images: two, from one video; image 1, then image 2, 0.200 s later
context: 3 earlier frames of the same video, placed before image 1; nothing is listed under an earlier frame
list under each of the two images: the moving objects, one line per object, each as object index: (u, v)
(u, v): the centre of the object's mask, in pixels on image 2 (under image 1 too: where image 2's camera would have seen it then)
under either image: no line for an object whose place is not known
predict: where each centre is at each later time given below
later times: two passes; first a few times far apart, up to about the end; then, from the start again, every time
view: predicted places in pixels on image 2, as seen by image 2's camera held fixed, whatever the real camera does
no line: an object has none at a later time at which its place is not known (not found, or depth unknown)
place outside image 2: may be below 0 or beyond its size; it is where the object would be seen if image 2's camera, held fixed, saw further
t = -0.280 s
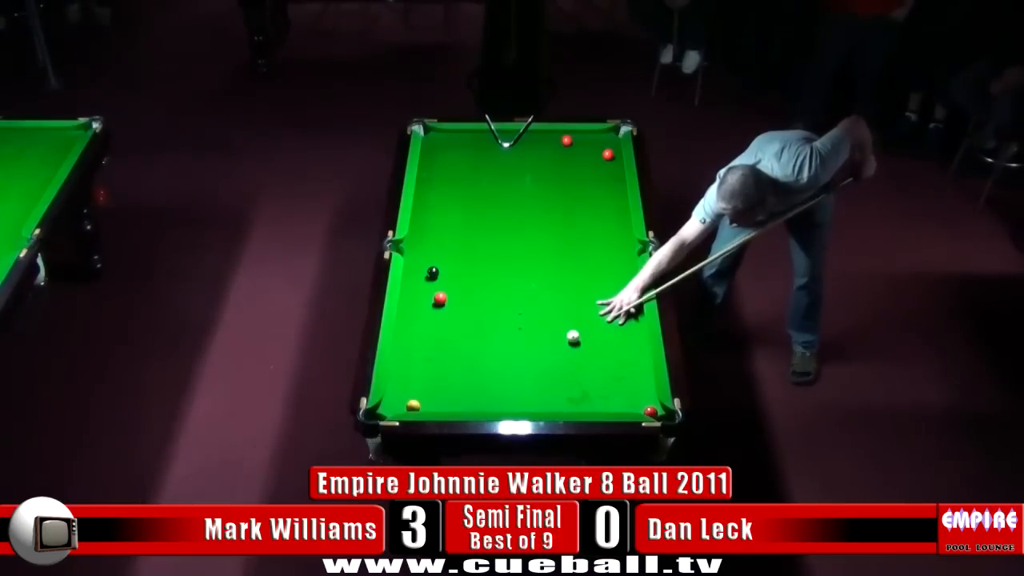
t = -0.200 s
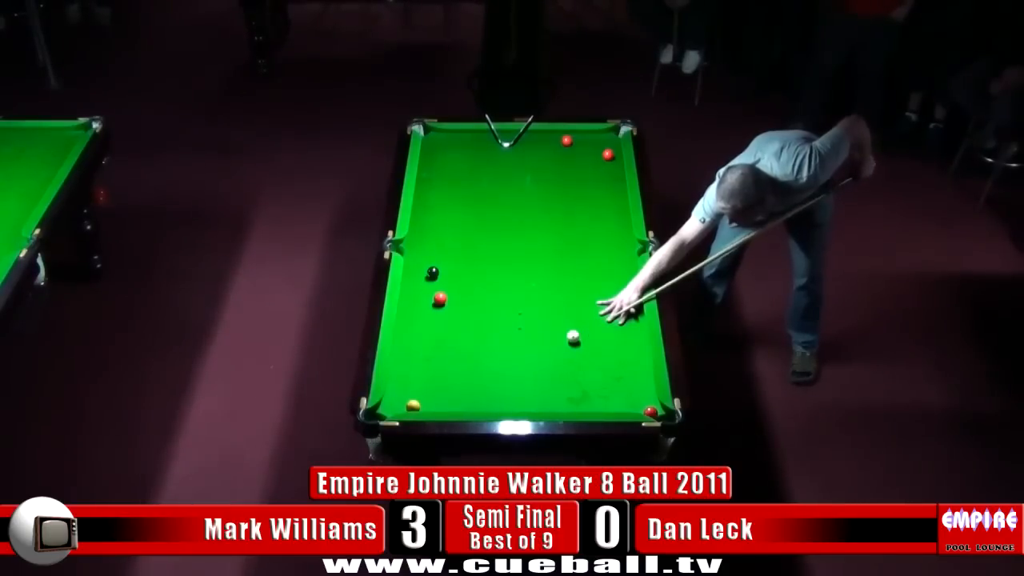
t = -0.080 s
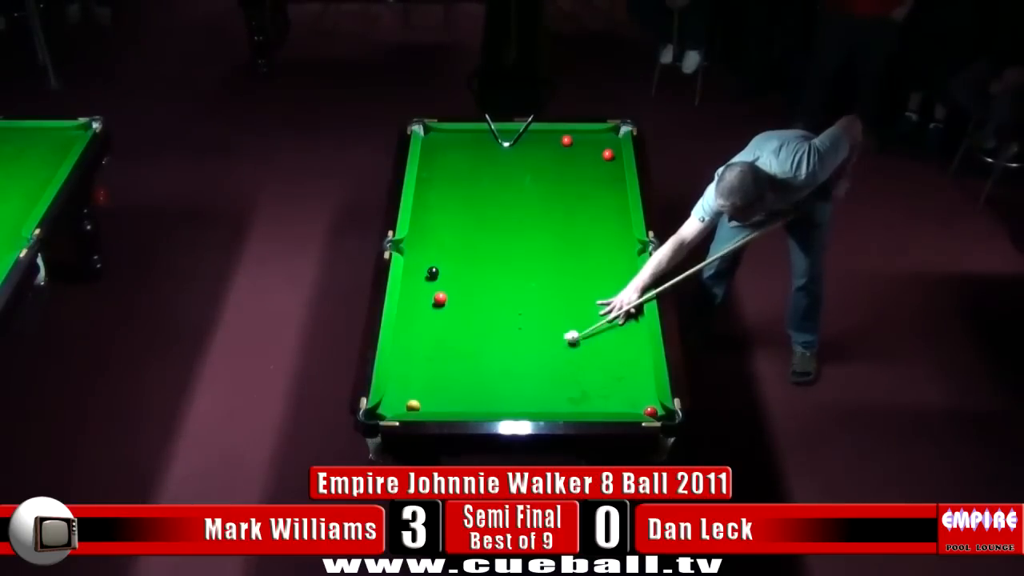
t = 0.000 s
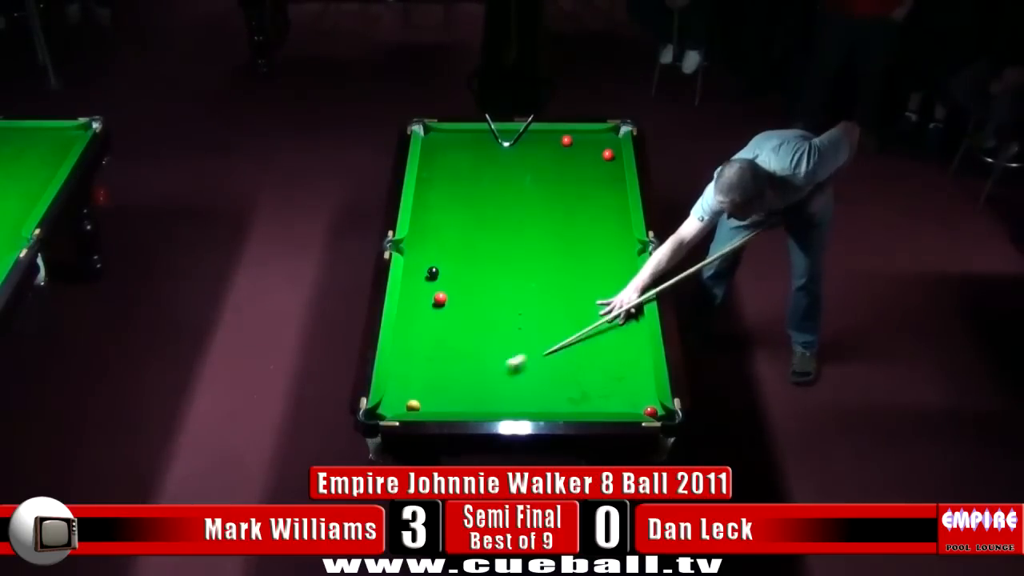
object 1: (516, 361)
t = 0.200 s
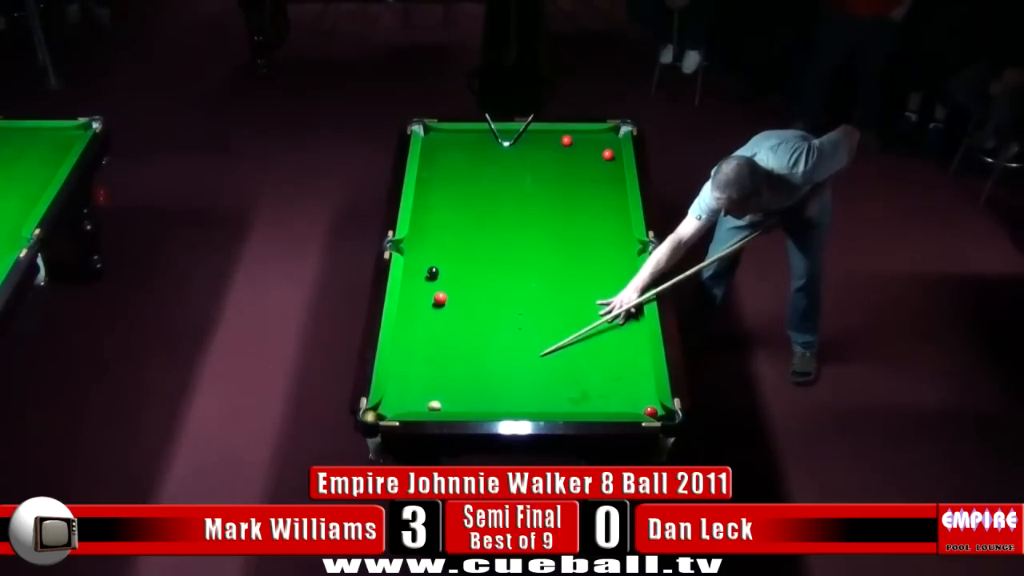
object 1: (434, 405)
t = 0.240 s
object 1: (439, 404)
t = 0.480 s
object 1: (466, 395)
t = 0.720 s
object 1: (492, 385)
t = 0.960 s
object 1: (516, 376)
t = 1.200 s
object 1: (538, 368)
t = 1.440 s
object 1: (558, 360)
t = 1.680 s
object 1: (577, 353)
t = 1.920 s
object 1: (594, 347)
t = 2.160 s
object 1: (610, 341)
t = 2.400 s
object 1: (624, 336)
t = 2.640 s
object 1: (637, 332)
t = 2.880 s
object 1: (635, 329)
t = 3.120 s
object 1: (629, 327)
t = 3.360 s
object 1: (624, 326)
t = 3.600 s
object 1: (621, 325)
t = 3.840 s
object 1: (619, 324)
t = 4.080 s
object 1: (618, 324)
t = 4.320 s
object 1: (618, 324)
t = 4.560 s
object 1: (618, 324)
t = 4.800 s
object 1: (618, 324)
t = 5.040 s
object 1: (618, 324)
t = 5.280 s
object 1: (618, 324)
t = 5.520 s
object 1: (618, 324)
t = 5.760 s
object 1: (618, 324)
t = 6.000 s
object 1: (618, 324)
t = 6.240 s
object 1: (618, 324)
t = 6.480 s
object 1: (618, 324)
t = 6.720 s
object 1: (618, 324)
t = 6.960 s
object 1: (618, 324)
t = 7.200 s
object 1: (618, 324)
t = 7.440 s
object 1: (618, 324)
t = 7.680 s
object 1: (618, 324)
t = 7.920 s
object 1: (618, 324)
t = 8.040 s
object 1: (618, 324)
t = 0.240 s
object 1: (439, 404)
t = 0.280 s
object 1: (443, 402)
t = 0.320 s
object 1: (448, 401)
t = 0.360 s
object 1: (453, 399)
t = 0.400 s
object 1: (457, 398)
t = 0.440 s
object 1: (462, 396)
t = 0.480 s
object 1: (466, 395)
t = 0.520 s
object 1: (471, 393)
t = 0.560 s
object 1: (475, 391)
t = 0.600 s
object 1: (479, 390)
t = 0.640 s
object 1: (483, 388)
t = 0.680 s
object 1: (488, 386)
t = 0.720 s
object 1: (492, 385)
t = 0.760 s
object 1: (496, 383)
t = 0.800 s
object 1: (500, 382)
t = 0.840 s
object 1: (504, 381)
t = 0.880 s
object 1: (508, 379)
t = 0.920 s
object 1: (511, 377)
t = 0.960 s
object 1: (516, 376)
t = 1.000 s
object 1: (519, 374)
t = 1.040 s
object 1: (523, 373)
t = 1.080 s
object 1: (527, 372)
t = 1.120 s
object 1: (530, 370)
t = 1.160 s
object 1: (534, 369)
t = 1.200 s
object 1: (538, 368)
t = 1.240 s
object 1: (541, 366)
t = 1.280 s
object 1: (544, 365)
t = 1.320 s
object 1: (548, 364)
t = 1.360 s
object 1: (551, 362)
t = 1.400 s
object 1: (554, 361)
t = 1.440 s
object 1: (558, 360)
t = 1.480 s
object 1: (561, 359)
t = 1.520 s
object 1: (564, 358)
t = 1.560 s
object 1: (567, 357)
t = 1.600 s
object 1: (570, 356)
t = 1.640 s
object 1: (574, 354)
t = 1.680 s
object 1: (577, 353)
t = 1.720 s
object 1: (580, 352)
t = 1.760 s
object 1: (582, 351)
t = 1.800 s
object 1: (585, 350)
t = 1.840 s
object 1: (588, 349)
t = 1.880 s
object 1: (591, 348)
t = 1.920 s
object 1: (594, 347)
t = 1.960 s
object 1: (597, 346)
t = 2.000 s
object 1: (599, 345)
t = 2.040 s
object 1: (602, 344)
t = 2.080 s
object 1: (605, 343)
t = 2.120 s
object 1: (607, 342)
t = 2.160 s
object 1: (610, 341)
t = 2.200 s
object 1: (612, 341)
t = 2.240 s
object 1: (615, 340)
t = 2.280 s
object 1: (617, 339)
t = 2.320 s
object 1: (619, 338)
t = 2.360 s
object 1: (622, 337)
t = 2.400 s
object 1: (624, 336)
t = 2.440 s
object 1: (626, 336)
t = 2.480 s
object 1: (629, 335)
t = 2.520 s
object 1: (631, 334)
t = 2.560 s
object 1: (633, 333)
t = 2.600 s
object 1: (635, 333)
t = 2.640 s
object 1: (637, 332)
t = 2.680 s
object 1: (639, 331)
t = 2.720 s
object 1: (640, 331)
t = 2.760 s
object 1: (639, 331)
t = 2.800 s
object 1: (638, 330)
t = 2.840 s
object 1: (636, 329)
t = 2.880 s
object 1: (635, 329)
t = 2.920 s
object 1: (634, 329)
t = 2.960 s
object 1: (633, 328)
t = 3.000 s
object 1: (632, 328)
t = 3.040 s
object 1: (631, 328)
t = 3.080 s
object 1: (630, 328)
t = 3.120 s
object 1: (629, 327)
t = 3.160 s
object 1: (628, 327)
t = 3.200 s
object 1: (627, 327)
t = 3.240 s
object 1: (626, 326)
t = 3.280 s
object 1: (625, 326)
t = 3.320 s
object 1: (625, 326)
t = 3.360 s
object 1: (624, 326)
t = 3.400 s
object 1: (623, 325)
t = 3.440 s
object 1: (623, 325)
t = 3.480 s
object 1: (622, 325)
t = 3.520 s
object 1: (622, 325)
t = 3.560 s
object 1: (621, 325)
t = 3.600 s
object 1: (621, 325)
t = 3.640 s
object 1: (621, 325)
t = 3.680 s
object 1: (620, 325)
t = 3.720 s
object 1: (620, 325)
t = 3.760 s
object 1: (619, 325)
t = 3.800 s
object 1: (619, 325)
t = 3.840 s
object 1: (619, 324)
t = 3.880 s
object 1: (618, 324)
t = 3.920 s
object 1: (618, 324)
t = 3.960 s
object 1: (618, 324)
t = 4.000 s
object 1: (618, 324)
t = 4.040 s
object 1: (618, 324)
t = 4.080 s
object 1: (618, 324)
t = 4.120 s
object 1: (618, 324)
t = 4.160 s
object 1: (618, 324)
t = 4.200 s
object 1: (618, 324)
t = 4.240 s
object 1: (618, 324)
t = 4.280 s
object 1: (618, 324)
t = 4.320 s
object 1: (618, 324)
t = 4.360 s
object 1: (618, 324)
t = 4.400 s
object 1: (618, 324)
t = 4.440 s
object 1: (618, 324)
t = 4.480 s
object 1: (618, 324)
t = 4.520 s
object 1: (618, 324)
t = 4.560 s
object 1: (618, 324)
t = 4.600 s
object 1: (618, 324)
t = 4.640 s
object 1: (618, 324)
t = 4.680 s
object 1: (618, 324)
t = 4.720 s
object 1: (618, 324)
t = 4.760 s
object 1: (618, 324)
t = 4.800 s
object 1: (618, 324)
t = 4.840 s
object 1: (618, 324)
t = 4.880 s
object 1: (618, 324)
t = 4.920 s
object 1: (618, 324)
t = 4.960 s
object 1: (618, 324)
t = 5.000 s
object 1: (618, 324)
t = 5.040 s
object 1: (618, 324)
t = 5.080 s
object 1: (618, 324)
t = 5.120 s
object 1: (618, 324)
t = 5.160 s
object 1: (618, 324)
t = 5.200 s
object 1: (618, 324)
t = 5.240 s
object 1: (618, 324)
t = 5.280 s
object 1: (618, 324)
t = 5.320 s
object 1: (618, 324)
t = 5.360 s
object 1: (618, 324)
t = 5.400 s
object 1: (618, 324)
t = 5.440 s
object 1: (618, 324)
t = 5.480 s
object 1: (618, 324)
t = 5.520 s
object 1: (618, 324)
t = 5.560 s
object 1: (618, 324)
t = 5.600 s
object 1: (618, 324)
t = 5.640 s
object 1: (618, 324)
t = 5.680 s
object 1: (618, 324)
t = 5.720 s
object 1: (618, 324)
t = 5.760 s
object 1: (618, 324)
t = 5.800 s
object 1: (618, 324)
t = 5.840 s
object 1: (618, 324)
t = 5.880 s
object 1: (618, 324)
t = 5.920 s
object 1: (618, 324)
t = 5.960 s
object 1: (618, 324)
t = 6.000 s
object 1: (618, 324)
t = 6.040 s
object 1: (618, 324)
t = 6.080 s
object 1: (618, 324)
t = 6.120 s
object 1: (618, 324)
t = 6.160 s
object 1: (618, 324)
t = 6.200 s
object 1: (618, 324)
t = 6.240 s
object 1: (618, 324)
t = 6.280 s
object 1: (618, 324)
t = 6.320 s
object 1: (618, 324)
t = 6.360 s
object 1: (618, 324)
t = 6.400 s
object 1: (618, 324)
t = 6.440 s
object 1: (618, 324)
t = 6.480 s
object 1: (618, 324)
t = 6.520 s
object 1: (618, 324)
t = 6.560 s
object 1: (618, 324)
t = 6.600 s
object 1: (618, 324)
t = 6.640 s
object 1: (618, 324)
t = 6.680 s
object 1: (618, 324)
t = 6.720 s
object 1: (618, 324)
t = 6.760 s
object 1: (618, 324)
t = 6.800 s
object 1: (618, 324)
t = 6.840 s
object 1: (618, 324)
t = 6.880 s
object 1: (618, 324)
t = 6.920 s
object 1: (618, 324)
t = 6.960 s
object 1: (618, 324)
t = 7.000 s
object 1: (618, 324)
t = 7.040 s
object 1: (618, 324)
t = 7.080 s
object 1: (618, 324)
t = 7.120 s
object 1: (618, 324)
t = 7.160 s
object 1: (618, 324)
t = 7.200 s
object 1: (618, 324)
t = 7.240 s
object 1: (618, 324)
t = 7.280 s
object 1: (618, 324)
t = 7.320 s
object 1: (618, 324)
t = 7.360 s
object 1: (618, 324)
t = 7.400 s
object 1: (618, 324)
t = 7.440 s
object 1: (618, 324)
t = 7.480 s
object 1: (618, 324)
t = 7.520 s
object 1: (618, 324)
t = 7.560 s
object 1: (618, 324)
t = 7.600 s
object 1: (618, 324)
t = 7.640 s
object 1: (618, 324)
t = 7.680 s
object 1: (618, 324)
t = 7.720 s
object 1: (618, 324)
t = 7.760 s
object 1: (618, 324)
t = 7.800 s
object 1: (618, 324)
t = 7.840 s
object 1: (618, 324)
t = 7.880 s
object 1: (618, 324)
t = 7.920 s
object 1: (618, 324)
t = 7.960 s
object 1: (618, 324)
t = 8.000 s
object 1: (618, 324)
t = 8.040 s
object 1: (618, 324)
